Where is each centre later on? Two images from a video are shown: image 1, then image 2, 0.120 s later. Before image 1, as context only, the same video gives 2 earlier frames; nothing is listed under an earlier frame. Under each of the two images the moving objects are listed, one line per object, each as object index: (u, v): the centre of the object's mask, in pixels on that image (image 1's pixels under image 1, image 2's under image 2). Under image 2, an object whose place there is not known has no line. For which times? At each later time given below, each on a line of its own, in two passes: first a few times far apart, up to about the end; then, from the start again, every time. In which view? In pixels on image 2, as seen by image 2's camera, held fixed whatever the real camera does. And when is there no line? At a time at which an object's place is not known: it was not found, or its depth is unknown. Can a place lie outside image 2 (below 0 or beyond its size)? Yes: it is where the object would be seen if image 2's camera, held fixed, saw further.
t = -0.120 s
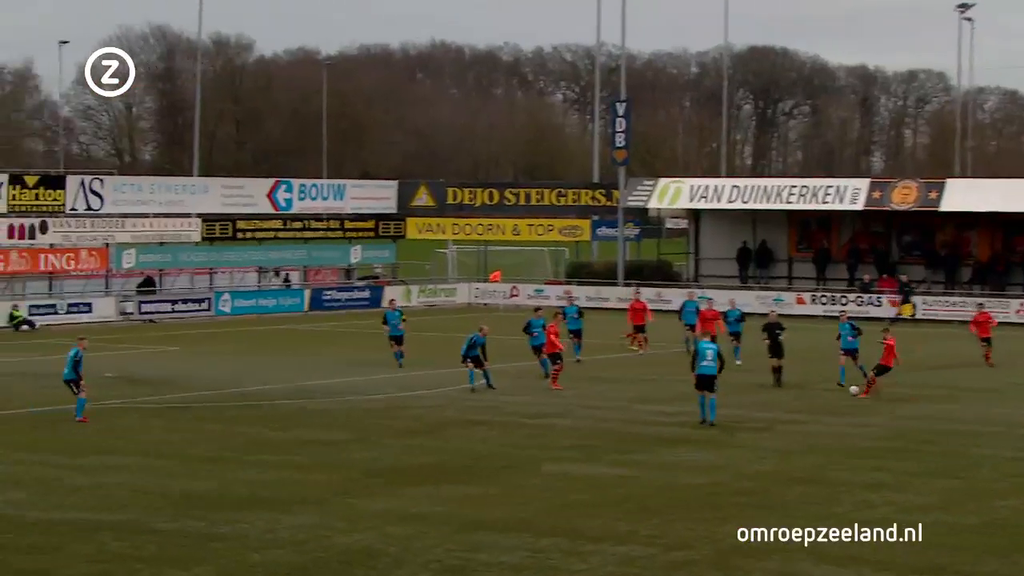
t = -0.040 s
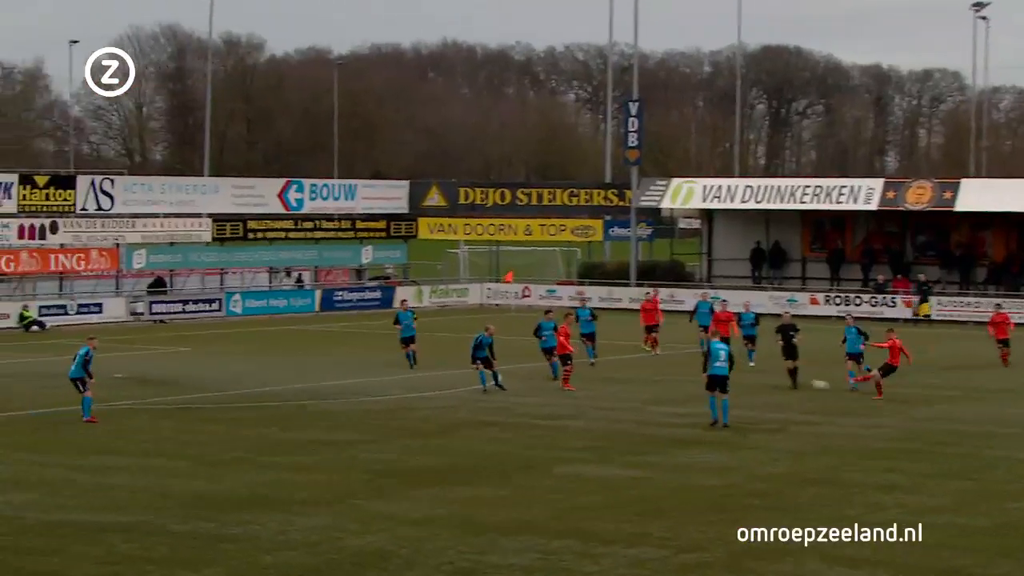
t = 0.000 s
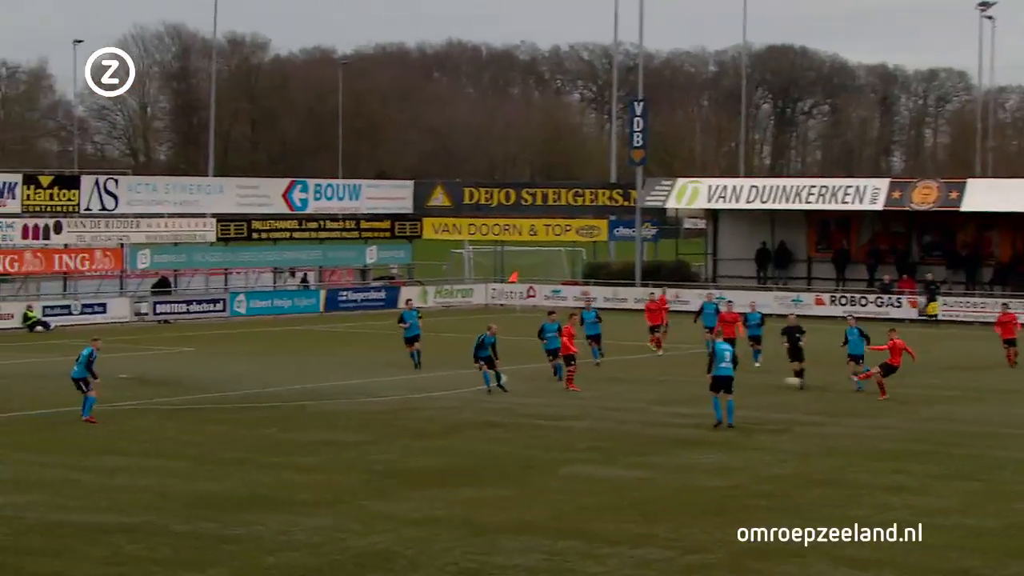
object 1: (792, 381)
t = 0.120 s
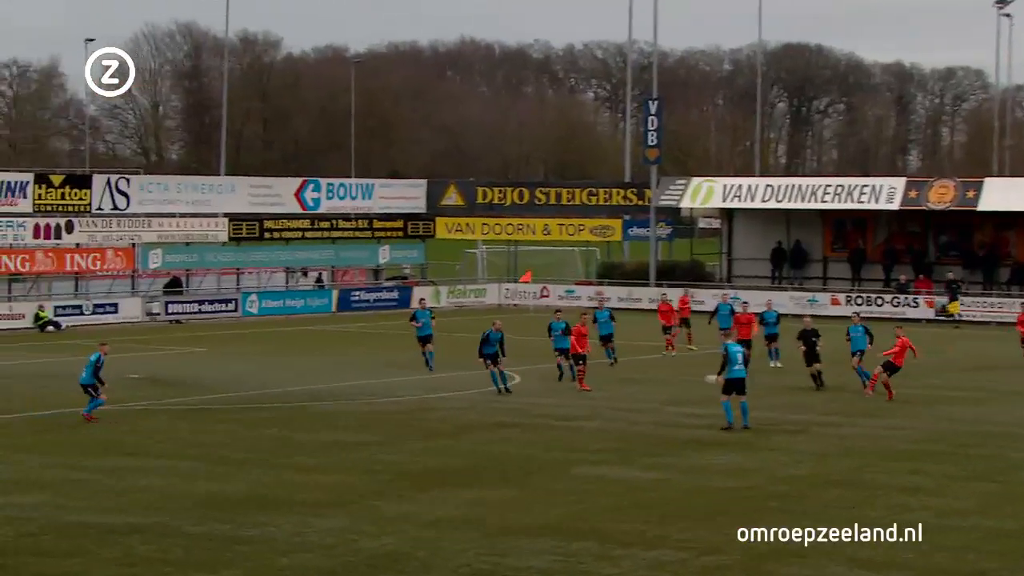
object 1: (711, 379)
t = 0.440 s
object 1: (474, 415)
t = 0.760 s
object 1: (290, 418)
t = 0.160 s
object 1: (682, 380)
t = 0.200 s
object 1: (652, 384)
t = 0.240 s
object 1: (621, 389)
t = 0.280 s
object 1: (588, 394)
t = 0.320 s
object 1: (559, 402)
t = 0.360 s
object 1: (528, 411)
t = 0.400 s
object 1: (497, 420)
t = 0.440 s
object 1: (474, 415)
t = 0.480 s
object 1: (452, 411)
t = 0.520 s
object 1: (429, 409)
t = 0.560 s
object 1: (406, 407)
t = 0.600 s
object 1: (382, 407)
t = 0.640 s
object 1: (360, 408)
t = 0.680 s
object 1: (336, 410)
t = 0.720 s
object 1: (313, 413)
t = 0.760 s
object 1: (290, 418)
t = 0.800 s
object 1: (266, 424)
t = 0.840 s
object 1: (243, 431)
